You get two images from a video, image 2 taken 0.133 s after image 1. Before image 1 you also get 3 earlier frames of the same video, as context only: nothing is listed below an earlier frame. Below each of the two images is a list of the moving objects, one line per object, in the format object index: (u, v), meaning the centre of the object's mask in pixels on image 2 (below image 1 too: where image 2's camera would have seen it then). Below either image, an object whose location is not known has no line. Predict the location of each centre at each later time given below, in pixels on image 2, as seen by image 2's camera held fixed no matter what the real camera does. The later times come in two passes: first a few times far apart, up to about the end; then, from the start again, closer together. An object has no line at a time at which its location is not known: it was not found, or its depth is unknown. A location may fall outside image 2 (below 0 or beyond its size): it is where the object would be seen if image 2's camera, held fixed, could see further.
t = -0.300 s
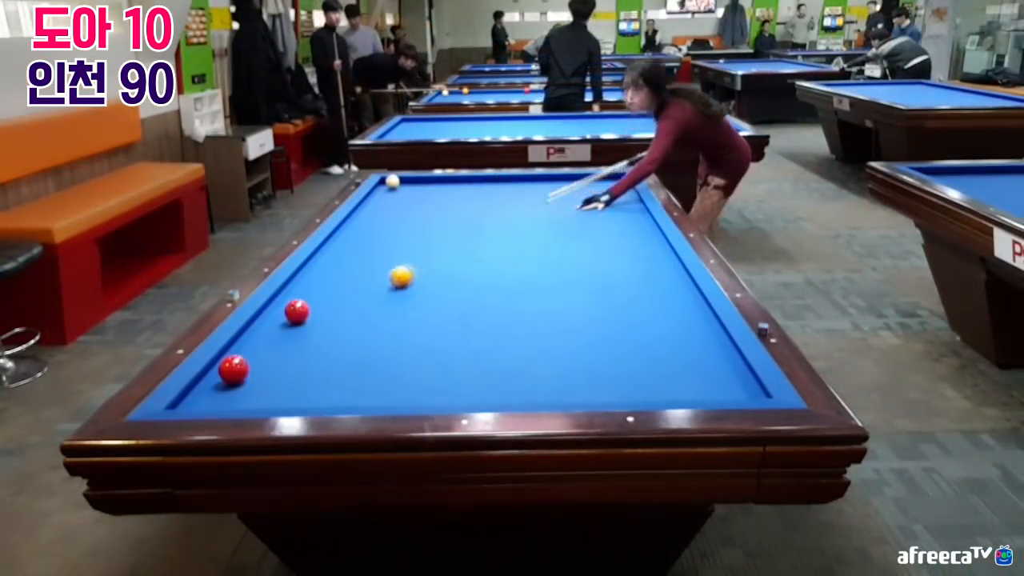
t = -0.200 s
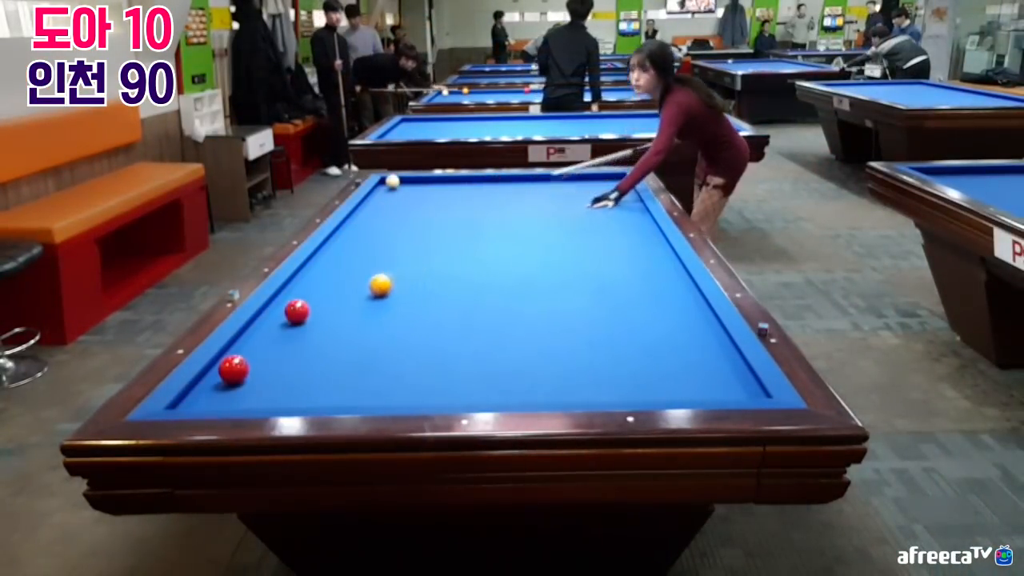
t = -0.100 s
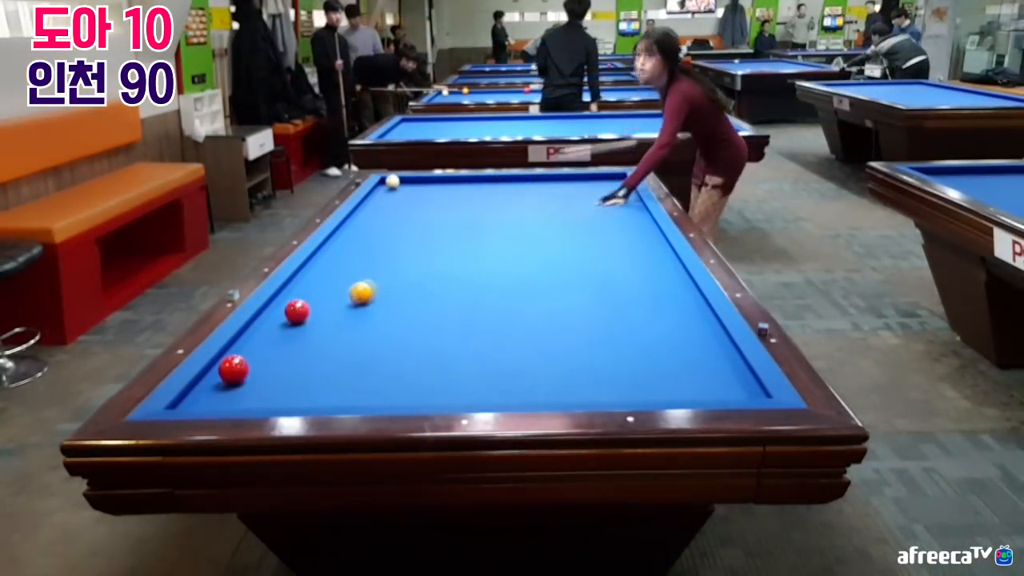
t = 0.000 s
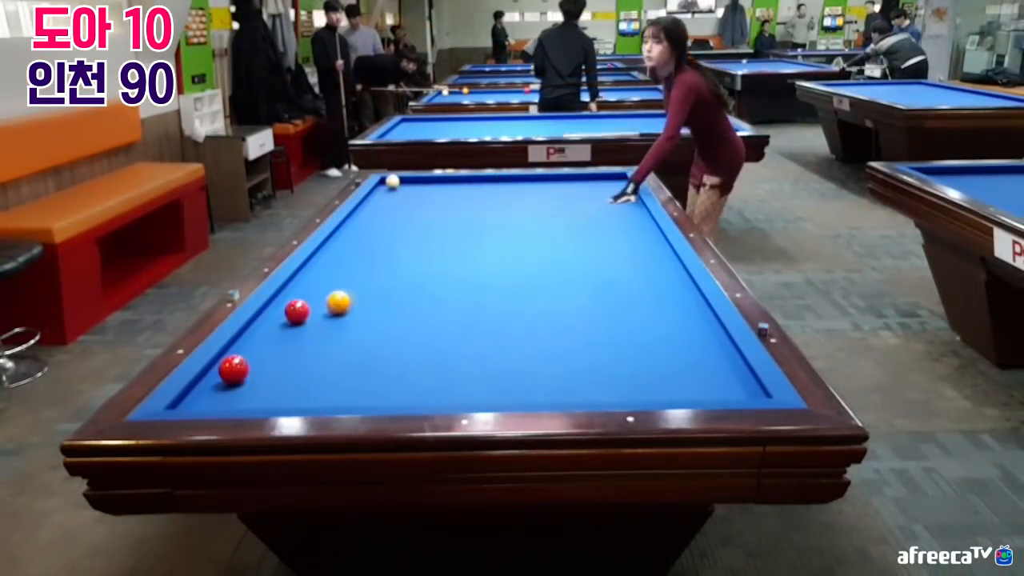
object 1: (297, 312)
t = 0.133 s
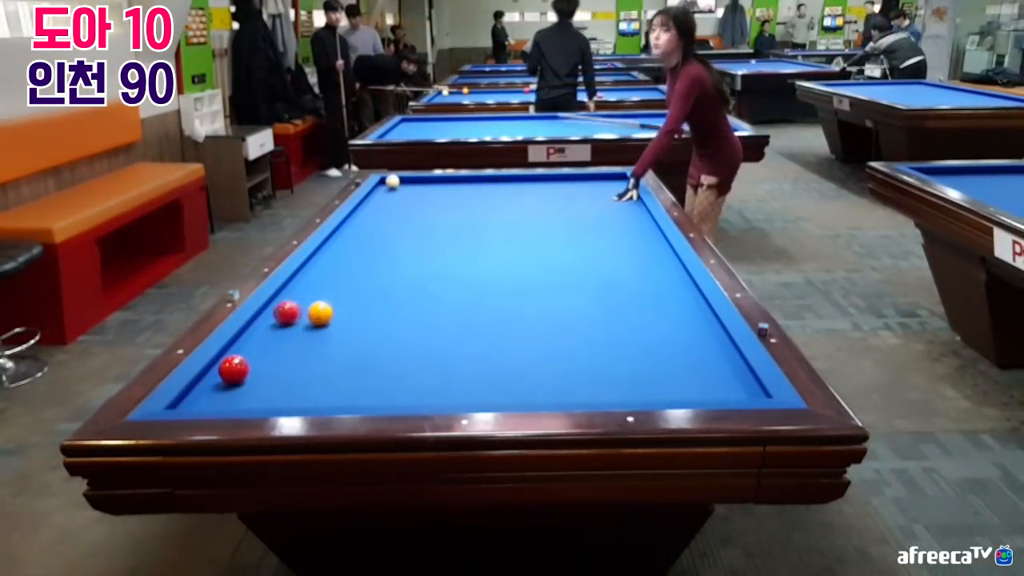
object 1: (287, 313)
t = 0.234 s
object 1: (272, 314)
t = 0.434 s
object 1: (278, 317)
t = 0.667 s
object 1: (293, 319)
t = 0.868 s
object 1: (307, 321)
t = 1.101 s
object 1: (322, 323)
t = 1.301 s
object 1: (336, 326)
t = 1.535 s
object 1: (351, 328)
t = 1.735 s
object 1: (362, 329)
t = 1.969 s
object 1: (376, 332)
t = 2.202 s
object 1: (389, 334)
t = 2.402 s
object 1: (400, 335)
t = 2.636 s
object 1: (412, 337)
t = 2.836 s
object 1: (420, 339)
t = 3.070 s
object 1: (433, 341)
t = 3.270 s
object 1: (441, 342)
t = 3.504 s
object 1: (451, 344)
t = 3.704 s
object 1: (458, 345)
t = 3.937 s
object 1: (466, 346)
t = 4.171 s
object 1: (474, 348)
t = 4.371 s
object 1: (480, 349)
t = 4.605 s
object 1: (486, 350)
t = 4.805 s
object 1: (490, 351)
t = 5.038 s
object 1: (494, 352)
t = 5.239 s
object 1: (498, 353)
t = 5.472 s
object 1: (501, 353)
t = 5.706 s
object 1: (503, 354)
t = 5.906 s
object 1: (504, 354)
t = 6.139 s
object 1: (505, 354)
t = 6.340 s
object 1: (506, 354)
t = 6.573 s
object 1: (506, 354)
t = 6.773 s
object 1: (506, 354)
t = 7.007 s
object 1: (506, 354)
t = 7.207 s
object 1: (506, 354)
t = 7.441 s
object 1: (505, 354)
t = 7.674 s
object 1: (505, 354)
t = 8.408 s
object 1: (506, 355)
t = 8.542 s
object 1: (505, 355)
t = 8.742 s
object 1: (506, 354)
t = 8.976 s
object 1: (506, 354)
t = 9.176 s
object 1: (506, 354)
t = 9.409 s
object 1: (506, 354)
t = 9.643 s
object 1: (506, 354)
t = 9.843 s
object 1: (506, 354)
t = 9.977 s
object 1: (506, 354)
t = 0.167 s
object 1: (281, 314)
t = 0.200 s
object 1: (276, 314)
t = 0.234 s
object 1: (272, 314)
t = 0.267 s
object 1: (267, 315)
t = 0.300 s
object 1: (268, 315)
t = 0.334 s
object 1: (271, 316)
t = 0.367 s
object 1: (273, 316)
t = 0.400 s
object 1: (275, 316)
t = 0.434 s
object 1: (278, 317)
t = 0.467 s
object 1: (279, 316)
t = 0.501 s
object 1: (282, 317)
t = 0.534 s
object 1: (285, 318)
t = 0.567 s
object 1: (287, 318)
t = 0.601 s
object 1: (289, 318)
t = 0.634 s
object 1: (291, 319)
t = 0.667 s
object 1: (293, 319)
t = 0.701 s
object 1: (296, 319)
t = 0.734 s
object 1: (298, 320)
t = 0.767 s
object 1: (301, 320)
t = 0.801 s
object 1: (303, 320)
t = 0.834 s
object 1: (305, 321)
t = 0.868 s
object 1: (307, 321)
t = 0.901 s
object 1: (310, 321)
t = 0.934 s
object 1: (312, 322)
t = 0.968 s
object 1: (314, 322)
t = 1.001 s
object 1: (316, 322)
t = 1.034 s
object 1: (318, 323)
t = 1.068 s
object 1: (320, 323)
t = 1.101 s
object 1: (322, 323)
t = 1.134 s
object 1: (323, 323)
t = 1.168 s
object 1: (327, 324)
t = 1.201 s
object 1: (330, 324)
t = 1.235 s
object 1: (332, 325)
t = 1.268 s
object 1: (334, 325)
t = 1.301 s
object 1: (336, 326)
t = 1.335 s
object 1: (338, 326)
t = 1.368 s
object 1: (340, 326)
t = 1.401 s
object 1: (342, 326)
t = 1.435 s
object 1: (344, 327)
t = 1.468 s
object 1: (346, 327)
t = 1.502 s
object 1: (349, 327)
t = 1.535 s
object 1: (351, 328)
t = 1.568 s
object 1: (352, 328)
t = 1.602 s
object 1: (355, 328)
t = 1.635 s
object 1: (357, 329)
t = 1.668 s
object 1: (359, 329)
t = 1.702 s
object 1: (361, 329)
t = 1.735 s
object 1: (362, 329)
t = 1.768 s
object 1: (365, 330)
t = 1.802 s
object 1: (367, 330)
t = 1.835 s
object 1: (368, 330)
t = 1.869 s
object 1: (370, 331)
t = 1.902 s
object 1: (372, 331)
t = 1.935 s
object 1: (374, 331)
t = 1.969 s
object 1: (376, 332)
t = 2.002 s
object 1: (378, 332)
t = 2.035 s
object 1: (380, 332)
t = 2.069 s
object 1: (381, 332)
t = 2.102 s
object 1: (383, 333)
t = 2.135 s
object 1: (385, 333)
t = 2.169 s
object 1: (387, 333)
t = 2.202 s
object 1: (389, 334)
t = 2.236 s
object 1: (391, 334)
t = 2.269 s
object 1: (393, 334)
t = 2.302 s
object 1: (395, 335)
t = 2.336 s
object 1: (397, 335)
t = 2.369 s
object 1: (398, 335)
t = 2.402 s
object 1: (400, 335)
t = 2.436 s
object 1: (402, 336)
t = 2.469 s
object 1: (404, 336)
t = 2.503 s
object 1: (405, 336)
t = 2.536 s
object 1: (407, 336)
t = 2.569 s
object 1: (409, 337)
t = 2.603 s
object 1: (411, 337)
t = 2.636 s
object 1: (412, 337)
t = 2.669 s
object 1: (413, 337)
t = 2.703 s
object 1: (415, 338)
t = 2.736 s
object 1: (417, 338)
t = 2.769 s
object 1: (418, 338)
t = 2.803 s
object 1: (420, 339)
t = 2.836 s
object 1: (420, 339)
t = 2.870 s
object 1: (423, 339)
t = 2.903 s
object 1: (425, 340)
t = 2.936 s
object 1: (427, 340)
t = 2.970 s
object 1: (428, 340)
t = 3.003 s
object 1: (430, 340)
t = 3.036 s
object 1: (431, 341)
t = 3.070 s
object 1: (433, 341)
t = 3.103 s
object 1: (434, 341)
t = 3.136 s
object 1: (436, 341)
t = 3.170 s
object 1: (437, 342)
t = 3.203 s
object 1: (439, 342)
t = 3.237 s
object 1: (440, 342)
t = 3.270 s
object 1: (441, 342)
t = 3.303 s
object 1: (443, 343)
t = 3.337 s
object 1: (444, 343)
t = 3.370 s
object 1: (445, 343)
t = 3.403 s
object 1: (447, 343)
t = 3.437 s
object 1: (448, 343)
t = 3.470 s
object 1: (449, 344)
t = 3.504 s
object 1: (451, 344)
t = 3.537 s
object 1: (451, 344)
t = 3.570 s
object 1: (453, 344)
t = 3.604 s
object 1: (453, 344)
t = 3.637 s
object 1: (456, 345)
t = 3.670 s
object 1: (457, 345)
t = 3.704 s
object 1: (458, 345)
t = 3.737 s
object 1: (459, 345)
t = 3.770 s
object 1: (460, 345)
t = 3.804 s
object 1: (462, 346)
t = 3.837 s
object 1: (463, 346)
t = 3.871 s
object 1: (464, 346)
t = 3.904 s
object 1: (465, 346)
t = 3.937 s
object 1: (466, 346)
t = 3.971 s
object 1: (467, 347)
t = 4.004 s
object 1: (468, 347)
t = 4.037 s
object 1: (470, 347)
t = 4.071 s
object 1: (471, 347)
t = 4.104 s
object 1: (472, 347)
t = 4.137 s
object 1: (473, 347)
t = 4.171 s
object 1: (474, 348)
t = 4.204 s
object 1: (475, 348)
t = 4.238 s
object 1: (476, 348)
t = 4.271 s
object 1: (477, 348)
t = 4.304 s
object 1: (478, 349)
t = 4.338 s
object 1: (479, 349)
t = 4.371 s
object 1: (480, 349)
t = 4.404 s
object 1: (480, 349)
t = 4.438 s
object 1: (481, 349)
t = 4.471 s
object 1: (482, 349)
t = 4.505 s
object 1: (483, 349)
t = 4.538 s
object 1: (484, 350)
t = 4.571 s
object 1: (485, 350)
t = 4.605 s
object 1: (486, 350)
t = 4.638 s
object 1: (486, 350)
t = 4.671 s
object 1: (487, 350)
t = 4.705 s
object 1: (488, 351)
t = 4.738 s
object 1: (489, 351)
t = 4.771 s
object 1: (489, 351)
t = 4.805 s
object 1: (490, 351)
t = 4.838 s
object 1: (491, 351)
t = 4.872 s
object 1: (491, 351)
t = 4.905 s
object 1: (492, 351)
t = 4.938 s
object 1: (493, 351)
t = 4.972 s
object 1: (493, 352)
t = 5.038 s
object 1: (494, 352)
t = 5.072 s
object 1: (495, 352)
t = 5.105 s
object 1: (496, 352)
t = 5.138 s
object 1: (496, 352)
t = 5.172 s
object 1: (497, 352)
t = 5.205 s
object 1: (497, 352)
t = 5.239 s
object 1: (498, 353)
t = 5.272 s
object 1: (498, 353)
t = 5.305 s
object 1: (499, 353)
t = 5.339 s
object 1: (499, 353)
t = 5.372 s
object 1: (500, 353)
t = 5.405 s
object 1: (500, 353)
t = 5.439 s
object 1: (500, 353)
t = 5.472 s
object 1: (501, 353)
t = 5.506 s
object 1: (501, 354)
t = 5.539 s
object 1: (501, 354)
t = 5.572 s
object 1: (502, 354)
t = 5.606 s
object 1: (502, 354)
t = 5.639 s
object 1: (502, 354)
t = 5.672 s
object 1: (503, 354)
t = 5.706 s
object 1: (503, 354)
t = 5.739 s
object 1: (503, 354)
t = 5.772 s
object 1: (503, 354)
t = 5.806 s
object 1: (503, 354)
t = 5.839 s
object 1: (504, 354)
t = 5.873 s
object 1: (504, 354)
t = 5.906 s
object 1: (504, 354)
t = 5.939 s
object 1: (504, 354)
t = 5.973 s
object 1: (504, 354)
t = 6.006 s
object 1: (504, 354)
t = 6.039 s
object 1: (505, 354)
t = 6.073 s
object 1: (505, 354)
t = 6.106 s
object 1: (505, 354)
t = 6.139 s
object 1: (505, 354)
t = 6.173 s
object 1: (505, 354)
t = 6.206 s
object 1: (505, 354)
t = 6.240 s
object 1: (506, 354)
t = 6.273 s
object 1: (506, 354)
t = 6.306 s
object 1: (506, 354)
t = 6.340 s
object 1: (506, 354)
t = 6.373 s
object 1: (506, 354)
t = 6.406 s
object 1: (506, 354)
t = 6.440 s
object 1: (506, 354)
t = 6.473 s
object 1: (506, 354)
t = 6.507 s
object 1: (506, 354)
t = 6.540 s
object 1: (506, 354)
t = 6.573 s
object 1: (506, 354)
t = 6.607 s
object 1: (506, 354)
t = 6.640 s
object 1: (506, 354)
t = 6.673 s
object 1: (506, 354)
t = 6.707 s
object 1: (506, 354)
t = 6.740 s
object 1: (506, 354)
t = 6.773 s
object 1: (506, 354)
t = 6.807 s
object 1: (506, 354)
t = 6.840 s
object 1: (506, 354)
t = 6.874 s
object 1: (506, 354)
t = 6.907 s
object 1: (506, 354)
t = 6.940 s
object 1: (506, 354)
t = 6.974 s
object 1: (506, 354)
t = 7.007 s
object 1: (506, 354)
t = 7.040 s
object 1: (506, 354)
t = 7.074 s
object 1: (506, 354)
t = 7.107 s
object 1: (506, 354)
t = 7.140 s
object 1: (506, 354)
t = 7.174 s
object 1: (506, 354)
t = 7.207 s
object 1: (506, 354)
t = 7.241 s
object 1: (506, 354)
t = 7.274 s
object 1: (506, 354)
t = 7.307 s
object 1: (506, 354)
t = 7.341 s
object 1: (505, 354)
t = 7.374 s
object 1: (506, 354)
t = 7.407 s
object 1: (505, 354)
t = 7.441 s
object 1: (505, 354)
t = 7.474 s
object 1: (505, 354)
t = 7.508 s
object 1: (505, 354)
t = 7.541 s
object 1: (505, 354)
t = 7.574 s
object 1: (505, 354)
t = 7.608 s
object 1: (505, 354)
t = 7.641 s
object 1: (505, 354)
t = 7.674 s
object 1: (505, 354)
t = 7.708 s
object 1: (504, 354)
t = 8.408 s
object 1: (506, 355)
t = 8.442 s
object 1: (506, 354)
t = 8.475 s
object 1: (505, 355)
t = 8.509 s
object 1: (505, 355)
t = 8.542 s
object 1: (505, 355)
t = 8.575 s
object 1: (505, 355)
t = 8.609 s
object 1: (506, 354)
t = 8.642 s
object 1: (505, 354)
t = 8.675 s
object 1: (506, 354)
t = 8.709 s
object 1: (506, 354)
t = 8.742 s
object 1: (506, 354)
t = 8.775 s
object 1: (506, 354)
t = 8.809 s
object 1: (506, 354)
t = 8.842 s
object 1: (506, 354)
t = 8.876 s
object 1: (506, 354)
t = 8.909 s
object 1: (506, 354)
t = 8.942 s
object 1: (506, 354)
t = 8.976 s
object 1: (506, 354)
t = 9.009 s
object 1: (506, 354)
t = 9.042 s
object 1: (506, 354)
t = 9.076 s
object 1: (506, 354)
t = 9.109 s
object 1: (506, 354)
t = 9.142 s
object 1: (506, 354)
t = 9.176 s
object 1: (506, 354)
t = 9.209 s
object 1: (506, 354)
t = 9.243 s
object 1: (506, 354)
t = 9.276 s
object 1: (506, 354)
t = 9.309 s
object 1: (506, 354)
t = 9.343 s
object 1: (506, 354)
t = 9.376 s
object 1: (506, 354)
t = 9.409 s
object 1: (506, 354)
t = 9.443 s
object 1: (506, 354)
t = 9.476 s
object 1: (506, 354)
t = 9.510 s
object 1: (506, 354)
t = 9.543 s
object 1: (506, 354)
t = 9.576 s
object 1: (506, 354)
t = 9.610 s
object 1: (506, 354)
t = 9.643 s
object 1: (506, 354)
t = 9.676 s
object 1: (506, 354)
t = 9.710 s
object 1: (506, 354)
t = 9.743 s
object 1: (506, 354)
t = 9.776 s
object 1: (506, 354)
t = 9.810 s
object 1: (506, 354)
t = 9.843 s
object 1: (506, 354)
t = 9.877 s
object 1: (506, 354)
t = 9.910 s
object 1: (506, 354)
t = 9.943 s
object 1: (506, 354)
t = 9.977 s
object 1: (506, 354)
